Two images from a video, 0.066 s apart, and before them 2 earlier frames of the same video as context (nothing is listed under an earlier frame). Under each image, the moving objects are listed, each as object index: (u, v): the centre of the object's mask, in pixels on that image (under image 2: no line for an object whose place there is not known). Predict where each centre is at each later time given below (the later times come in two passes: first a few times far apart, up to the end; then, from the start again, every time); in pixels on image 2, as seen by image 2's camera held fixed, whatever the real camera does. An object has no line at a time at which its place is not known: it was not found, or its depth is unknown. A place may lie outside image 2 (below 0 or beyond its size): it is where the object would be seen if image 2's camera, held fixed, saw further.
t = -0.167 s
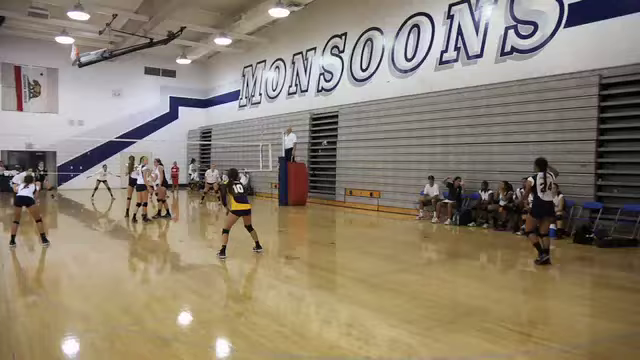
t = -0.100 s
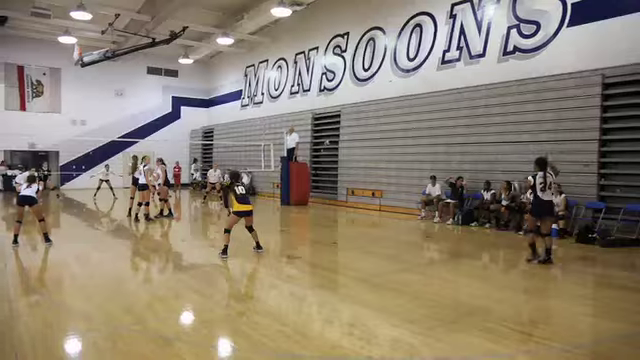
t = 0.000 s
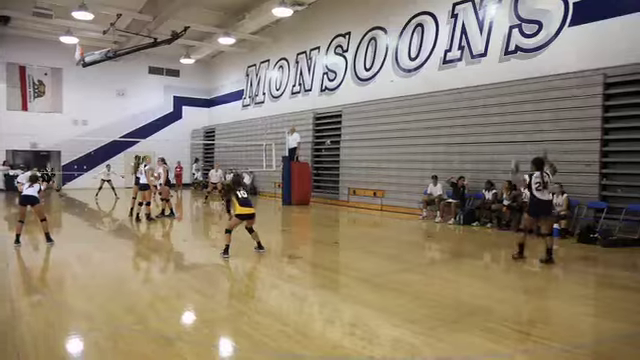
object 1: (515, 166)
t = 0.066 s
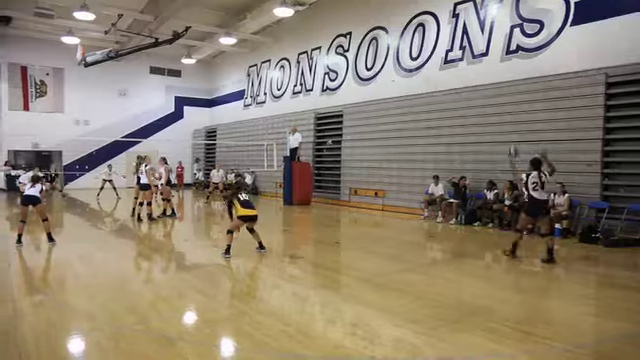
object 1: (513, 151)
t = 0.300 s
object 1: (503, 120)
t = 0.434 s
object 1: (499, 116)
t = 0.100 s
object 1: (512, 145)
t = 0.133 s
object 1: (509, 140)
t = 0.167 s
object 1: (509, 135)
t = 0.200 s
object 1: (507, 131)
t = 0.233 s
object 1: (506, 128)
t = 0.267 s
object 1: (504, 124)
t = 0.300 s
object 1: (503, 120)
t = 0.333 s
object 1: (502, 118)
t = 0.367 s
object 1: (501, 117)
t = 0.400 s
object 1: (500, 116)
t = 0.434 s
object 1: (499, 116)
